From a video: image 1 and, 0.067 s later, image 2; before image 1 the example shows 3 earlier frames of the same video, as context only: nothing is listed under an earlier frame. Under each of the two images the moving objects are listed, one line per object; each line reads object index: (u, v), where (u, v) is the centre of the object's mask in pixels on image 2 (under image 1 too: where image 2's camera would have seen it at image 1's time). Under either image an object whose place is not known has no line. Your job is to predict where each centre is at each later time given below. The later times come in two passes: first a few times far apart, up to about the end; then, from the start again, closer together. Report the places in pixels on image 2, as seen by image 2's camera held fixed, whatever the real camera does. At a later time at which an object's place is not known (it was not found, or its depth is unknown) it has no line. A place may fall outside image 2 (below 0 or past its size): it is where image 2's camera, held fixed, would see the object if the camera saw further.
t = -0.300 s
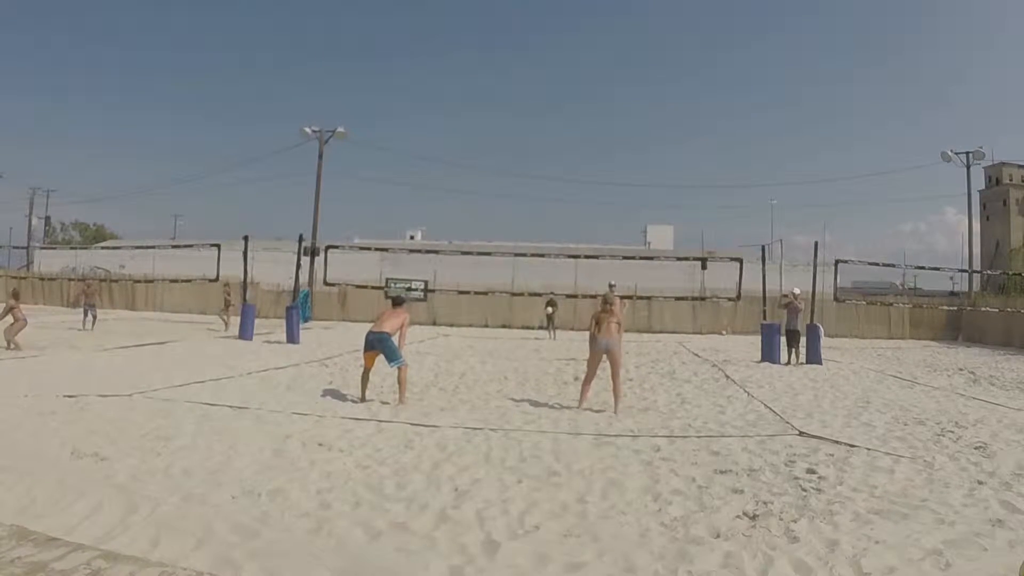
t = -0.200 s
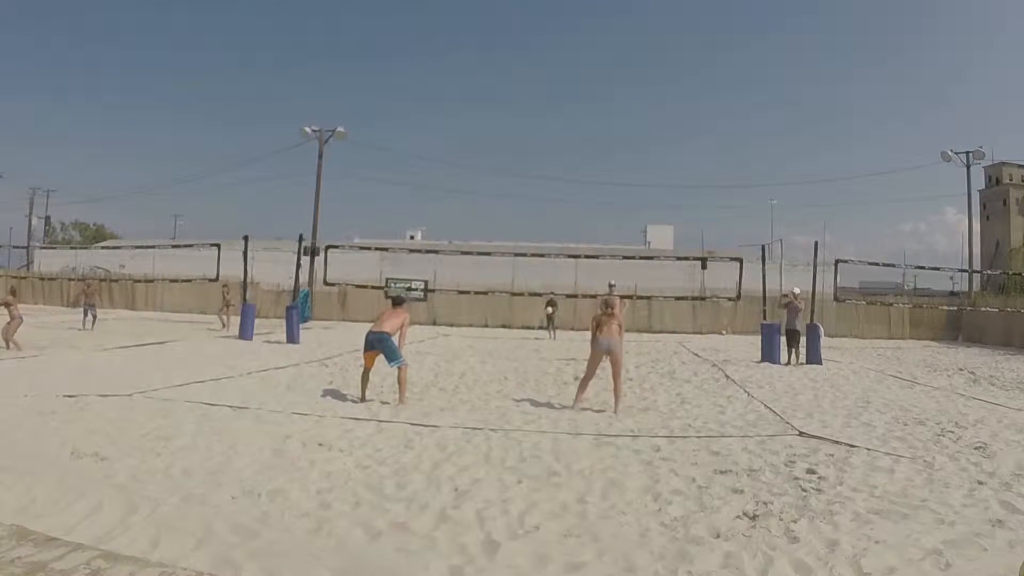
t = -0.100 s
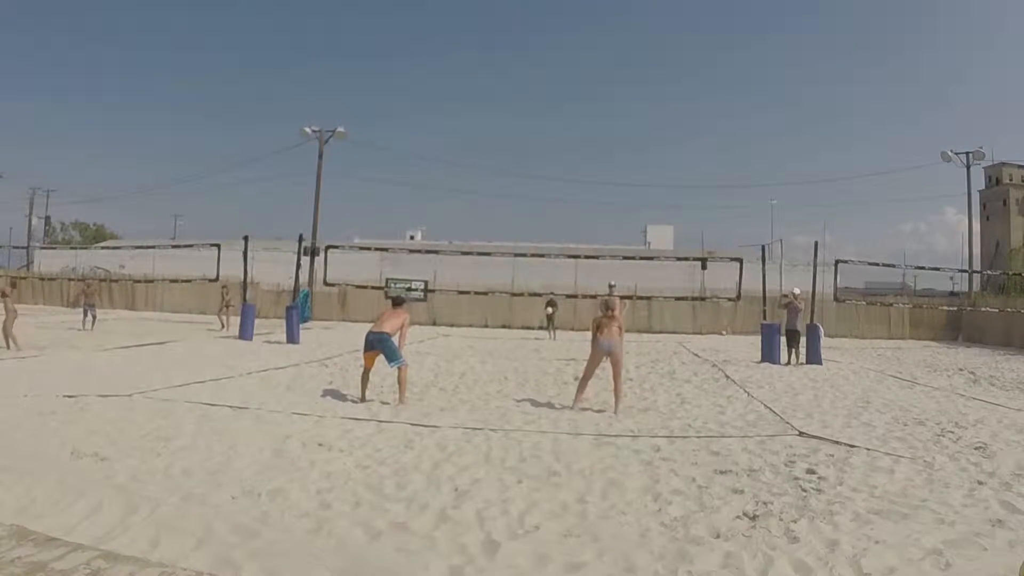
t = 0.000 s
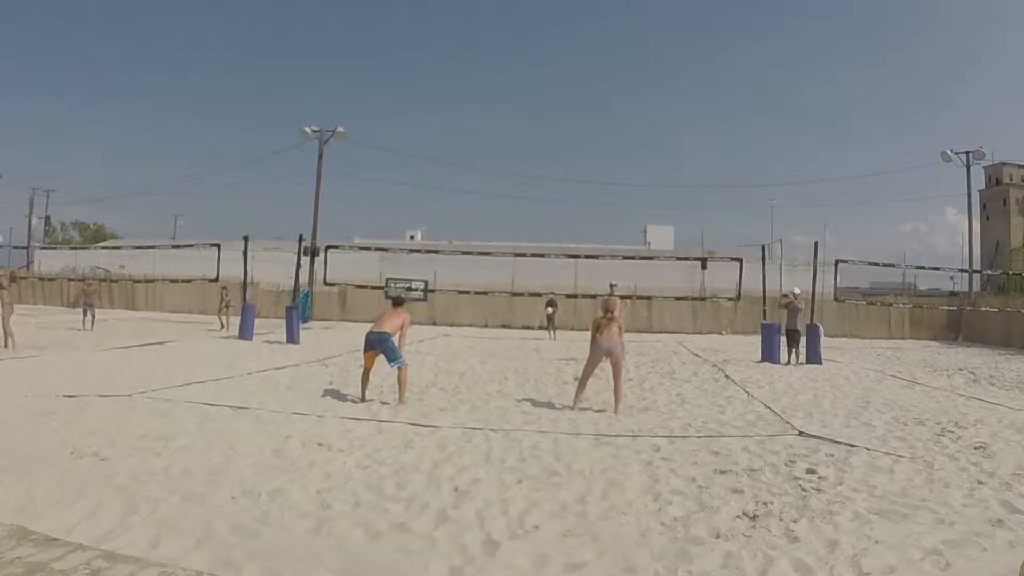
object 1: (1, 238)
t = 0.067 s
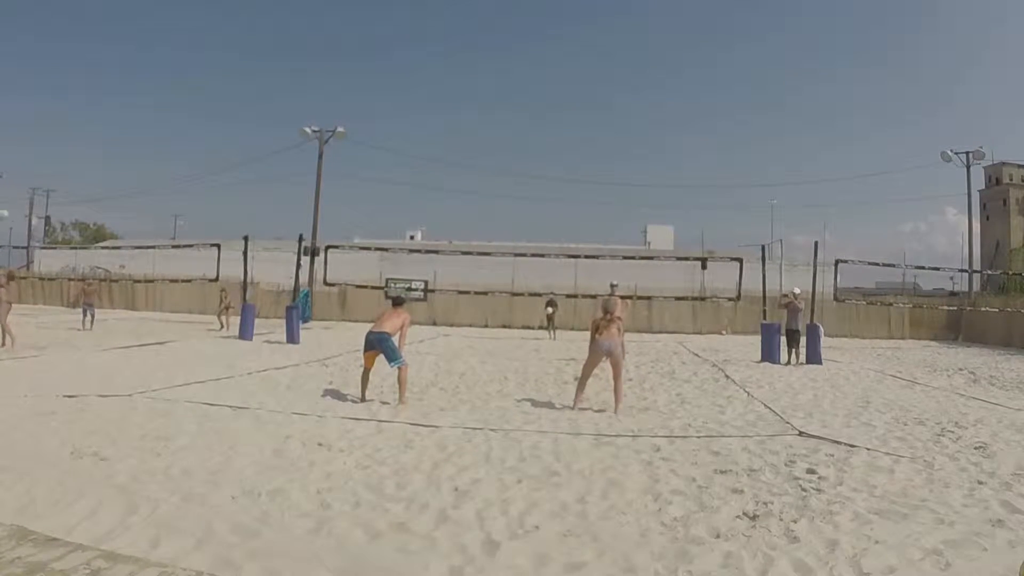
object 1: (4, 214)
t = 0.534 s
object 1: (39, 106)
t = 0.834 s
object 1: (54, 91)
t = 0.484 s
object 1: (35, 112)
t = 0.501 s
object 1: (37, 110)
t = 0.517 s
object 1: (38, 108)
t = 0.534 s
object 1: (39, 106)
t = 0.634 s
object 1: (44, 97)
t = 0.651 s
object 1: (45, 95)
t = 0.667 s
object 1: (46, 95)
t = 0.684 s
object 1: (47, 94)
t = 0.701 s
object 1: (47, 93)
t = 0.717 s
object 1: (48, 92)
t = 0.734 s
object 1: (49, 92)
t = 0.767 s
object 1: (51, 91)
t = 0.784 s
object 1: (52, 91)
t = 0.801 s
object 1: (52, 90)
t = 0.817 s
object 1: (53, 90)
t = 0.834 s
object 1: (54, 91)
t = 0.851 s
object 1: (55, 91)
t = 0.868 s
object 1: (55, 92)
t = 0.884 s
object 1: (56, 92)
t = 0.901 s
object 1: (57, 92)
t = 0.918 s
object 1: (58, 93)
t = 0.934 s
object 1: (58, 94)
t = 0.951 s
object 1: (59, 95)
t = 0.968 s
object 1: (60, 95)
